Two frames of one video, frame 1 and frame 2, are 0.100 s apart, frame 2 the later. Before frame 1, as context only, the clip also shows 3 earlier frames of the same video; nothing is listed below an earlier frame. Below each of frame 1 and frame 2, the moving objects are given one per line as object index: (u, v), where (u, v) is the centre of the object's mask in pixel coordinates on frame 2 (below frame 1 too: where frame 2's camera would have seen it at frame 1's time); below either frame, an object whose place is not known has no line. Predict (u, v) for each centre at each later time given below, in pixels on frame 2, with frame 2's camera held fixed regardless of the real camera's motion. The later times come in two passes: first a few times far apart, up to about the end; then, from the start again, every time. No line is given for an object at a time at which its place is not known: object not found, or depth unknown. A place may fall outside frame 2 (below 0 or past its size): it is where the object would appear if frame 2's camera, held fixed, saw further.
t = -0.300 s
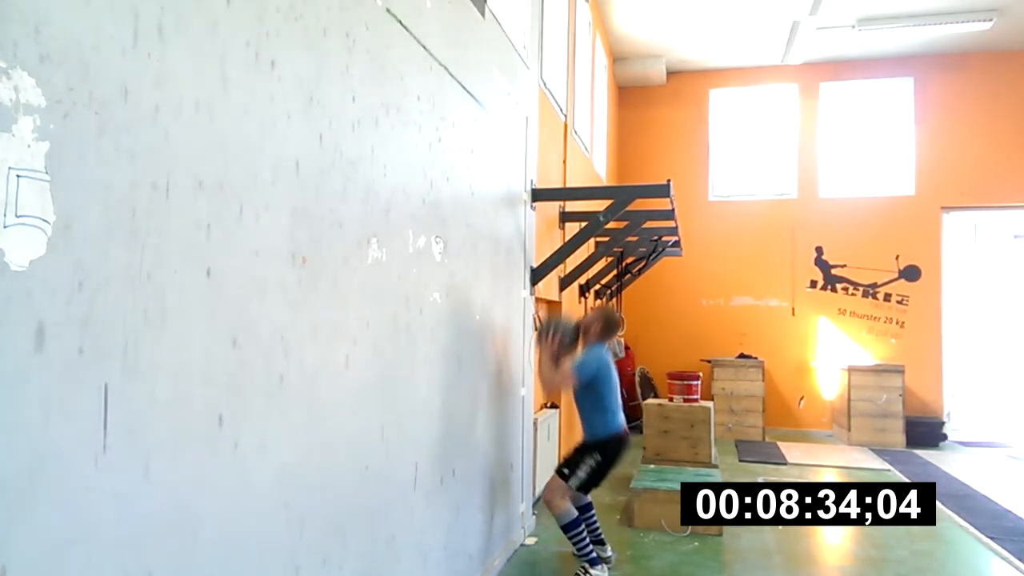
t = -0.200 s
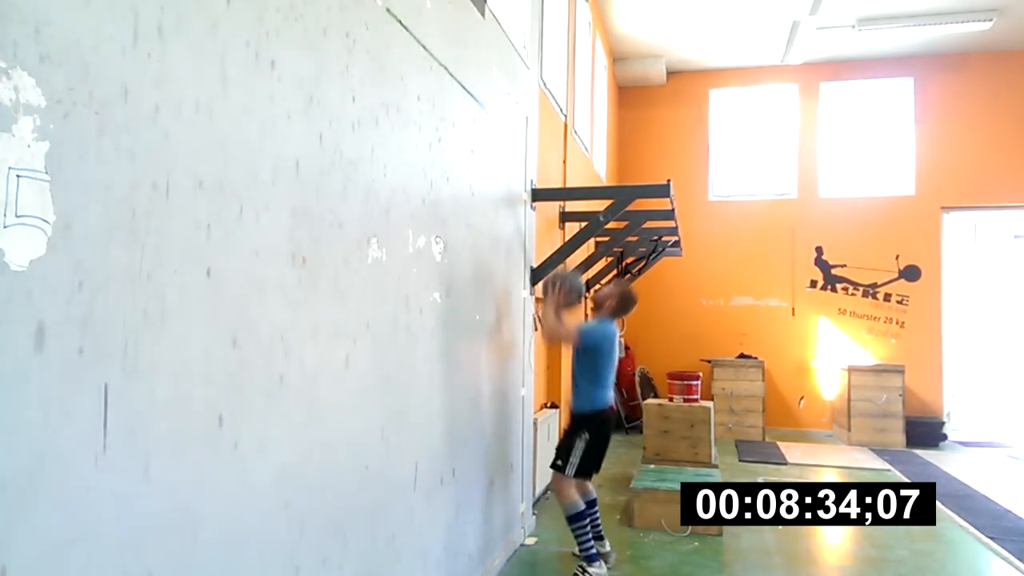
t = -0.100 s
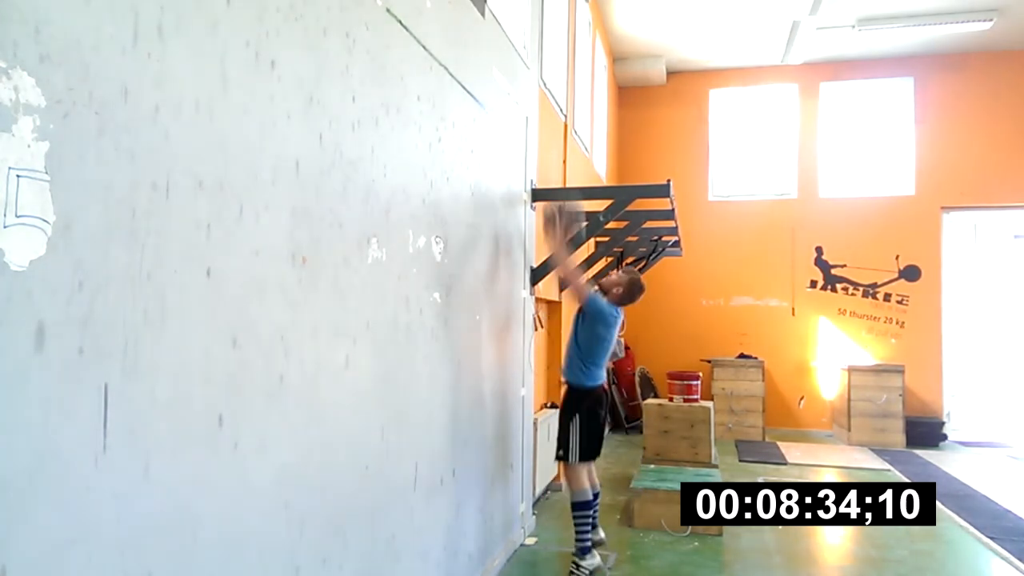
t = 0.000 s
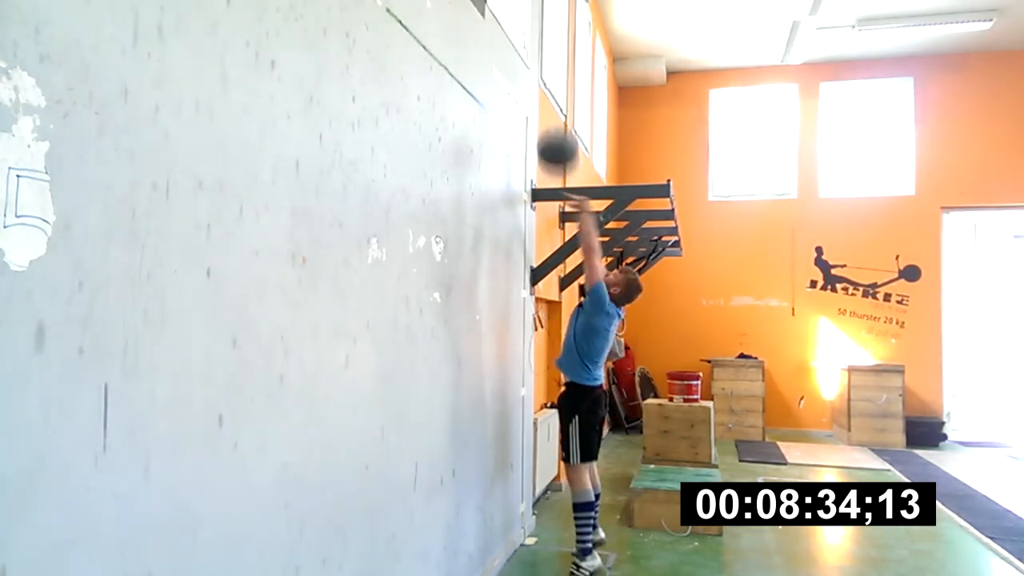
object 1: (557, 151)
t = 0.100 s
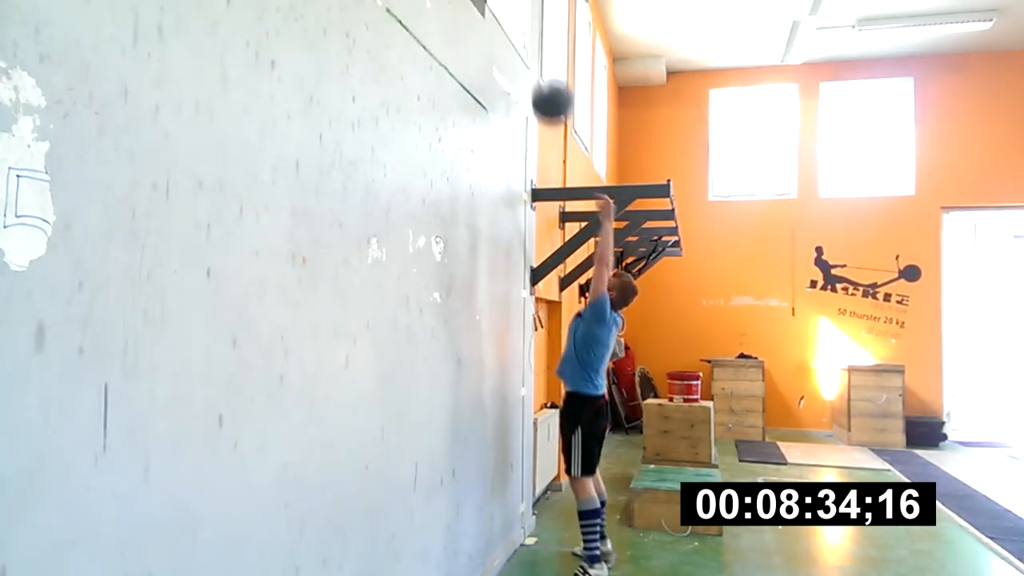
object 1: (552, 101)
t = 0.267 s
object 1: (542, 52)
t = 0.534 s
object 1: (536, 64)
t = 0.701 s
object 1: (544, 124)
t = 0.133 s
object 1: (550, 85)
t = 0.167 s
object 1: (548, 74)
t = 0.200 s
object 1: (546, 66)
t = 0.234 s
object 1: (544, 58)
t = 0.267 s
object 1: (542, 52)
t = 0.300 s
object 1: (540, 48)
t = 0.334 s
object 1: (538, 46)
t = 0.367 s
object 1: (536, 46)
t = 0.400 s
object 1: (534, 47)
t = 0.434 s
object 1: (531, 50)
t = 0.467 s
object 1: (533, 53)
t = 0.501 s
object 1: (535, 58)
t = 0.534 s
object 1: (536, 64)
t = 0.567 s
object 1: (538, 71)
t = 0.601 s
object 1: (540, 82)
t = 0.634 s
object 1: (542, 96)
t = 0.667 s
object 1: (543, 108)
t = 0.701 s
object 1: (544, 124)
